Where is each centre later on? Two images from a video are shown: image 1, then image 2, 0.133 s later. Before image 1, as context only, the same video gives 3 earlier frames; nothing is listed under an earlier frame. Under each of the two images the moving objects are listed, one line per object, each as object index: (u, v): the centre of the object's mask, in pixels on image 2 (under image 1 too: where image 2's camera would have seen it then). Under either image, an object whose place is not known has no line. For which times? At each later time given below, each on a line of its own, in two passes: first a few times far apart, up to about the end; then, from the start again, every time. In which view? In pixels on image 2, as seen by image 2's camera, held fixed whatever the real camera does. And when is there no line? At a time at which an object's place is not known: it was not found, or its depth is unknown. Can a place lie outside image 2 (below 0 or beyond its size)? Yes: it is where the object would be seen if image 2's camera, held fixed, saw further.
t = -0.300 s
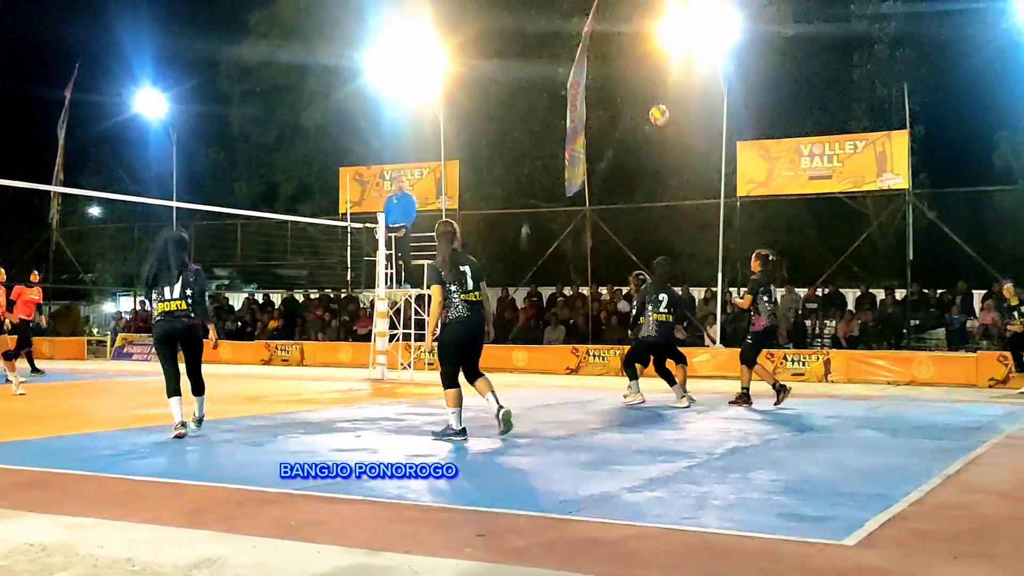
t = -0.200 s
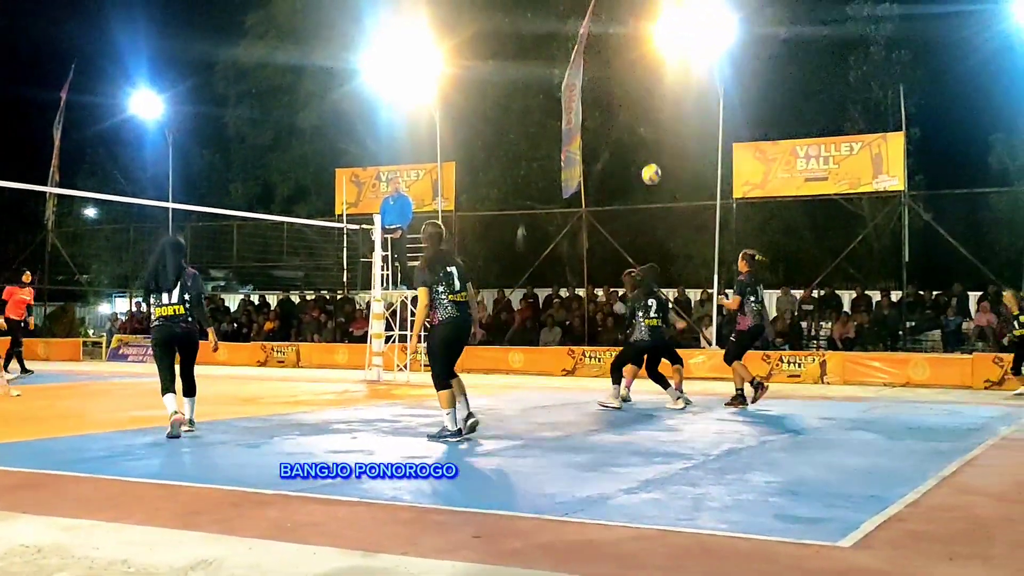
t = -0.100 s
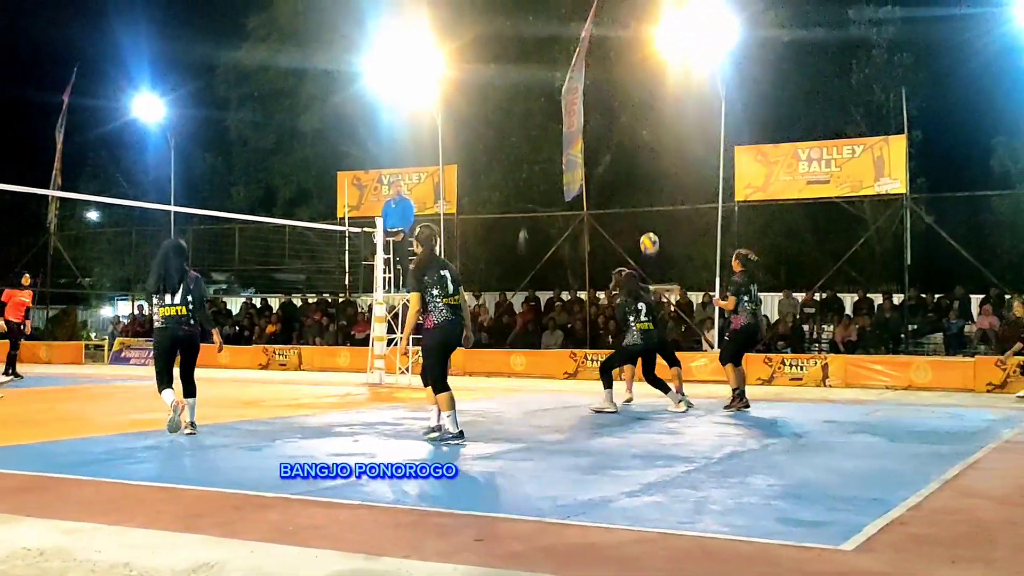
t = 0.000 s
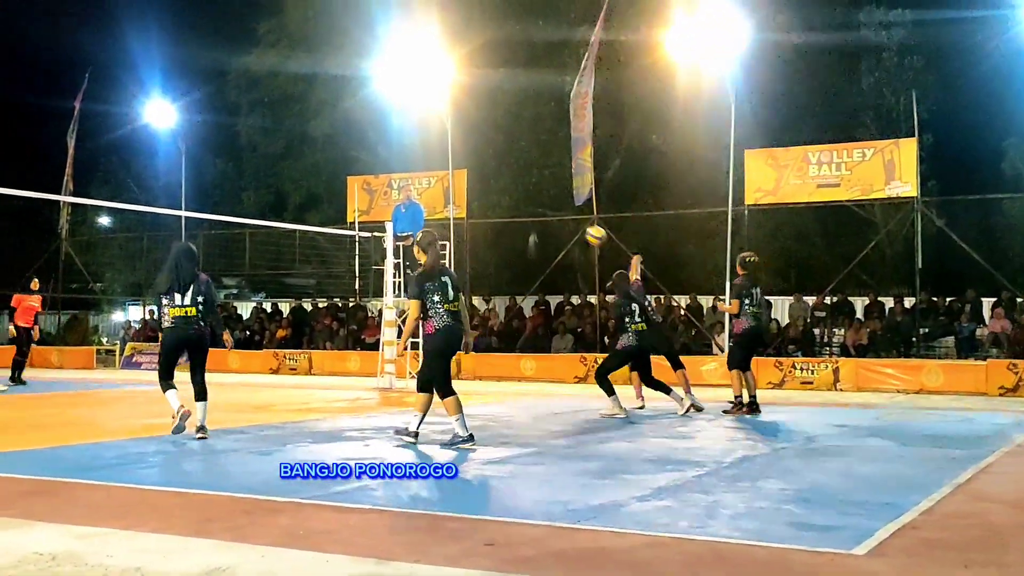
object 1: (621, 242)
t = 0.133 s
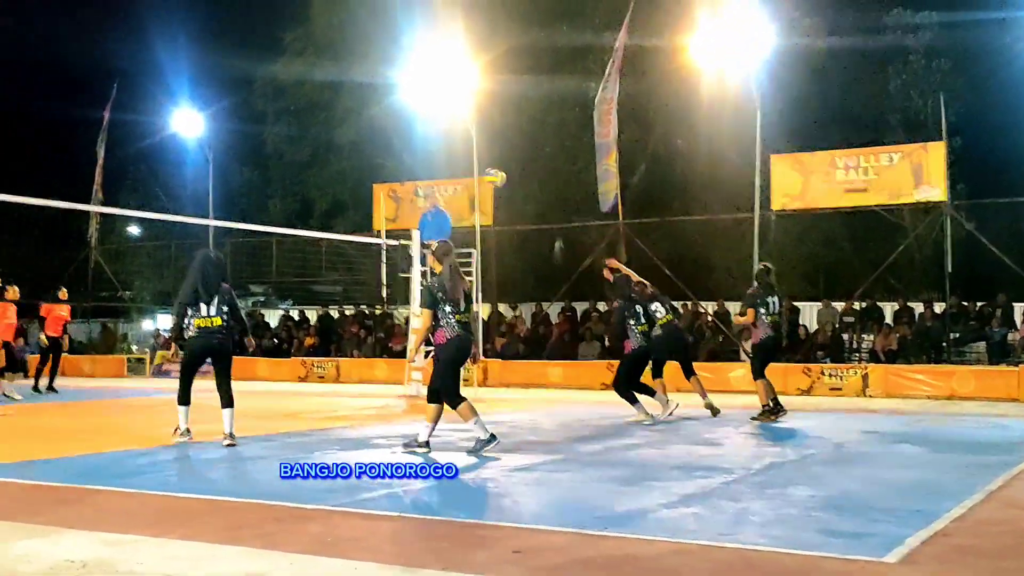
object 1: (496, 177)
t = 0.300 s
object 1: (346, 125)
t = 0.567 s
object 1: (124, 96)
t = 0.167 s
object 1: (462, 164)
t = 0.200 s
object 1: (434, 153)
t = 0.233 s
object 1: (404, 142)
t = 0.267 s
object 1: (374, 134)
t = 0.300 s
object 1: (346, 125)
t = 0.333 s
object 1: (316, 118)
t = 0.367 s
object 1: (288, 112)
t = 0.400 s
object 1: (260, 107)
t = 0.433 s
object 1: (233, 102)
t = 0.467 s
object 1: (205, 100)
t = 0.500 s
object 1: (179, 98)
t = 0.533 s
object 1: (151, 96)
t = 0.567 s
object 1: (124, 96)
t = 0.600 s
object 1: (99, 96)
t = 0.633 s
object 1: (72, 97)
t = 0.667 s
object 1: (45, 99)
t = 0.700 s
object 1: (19, 102)
